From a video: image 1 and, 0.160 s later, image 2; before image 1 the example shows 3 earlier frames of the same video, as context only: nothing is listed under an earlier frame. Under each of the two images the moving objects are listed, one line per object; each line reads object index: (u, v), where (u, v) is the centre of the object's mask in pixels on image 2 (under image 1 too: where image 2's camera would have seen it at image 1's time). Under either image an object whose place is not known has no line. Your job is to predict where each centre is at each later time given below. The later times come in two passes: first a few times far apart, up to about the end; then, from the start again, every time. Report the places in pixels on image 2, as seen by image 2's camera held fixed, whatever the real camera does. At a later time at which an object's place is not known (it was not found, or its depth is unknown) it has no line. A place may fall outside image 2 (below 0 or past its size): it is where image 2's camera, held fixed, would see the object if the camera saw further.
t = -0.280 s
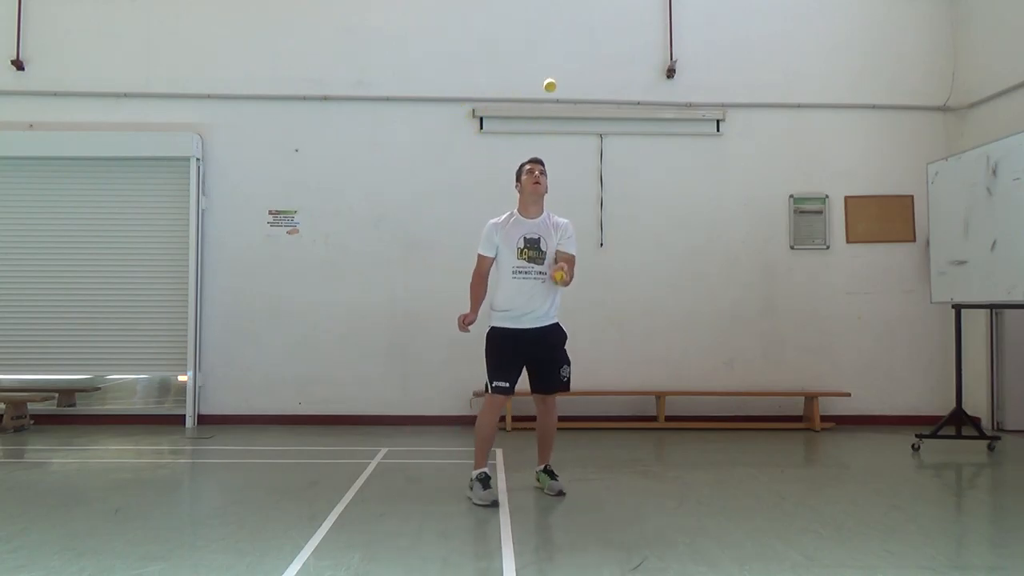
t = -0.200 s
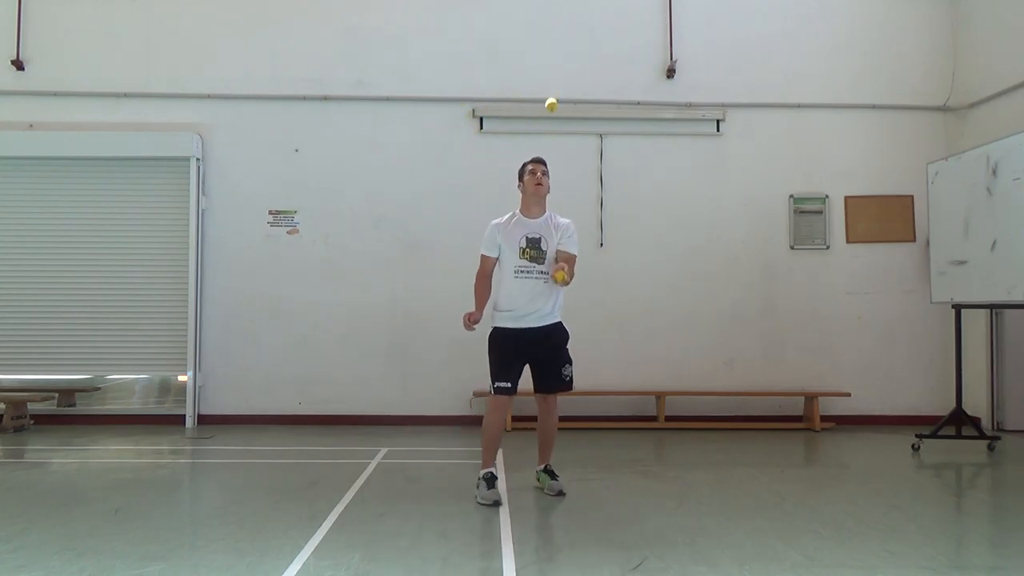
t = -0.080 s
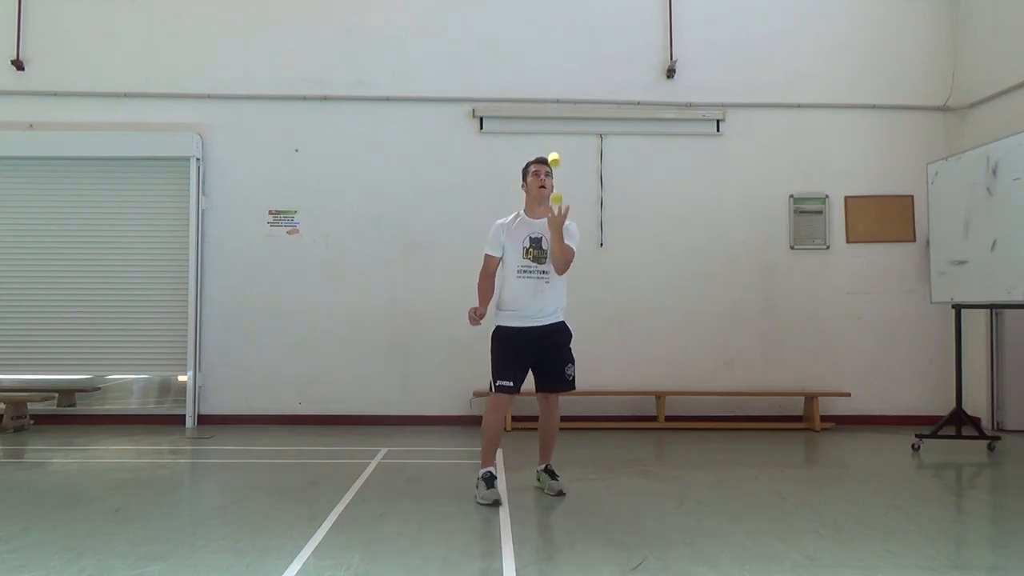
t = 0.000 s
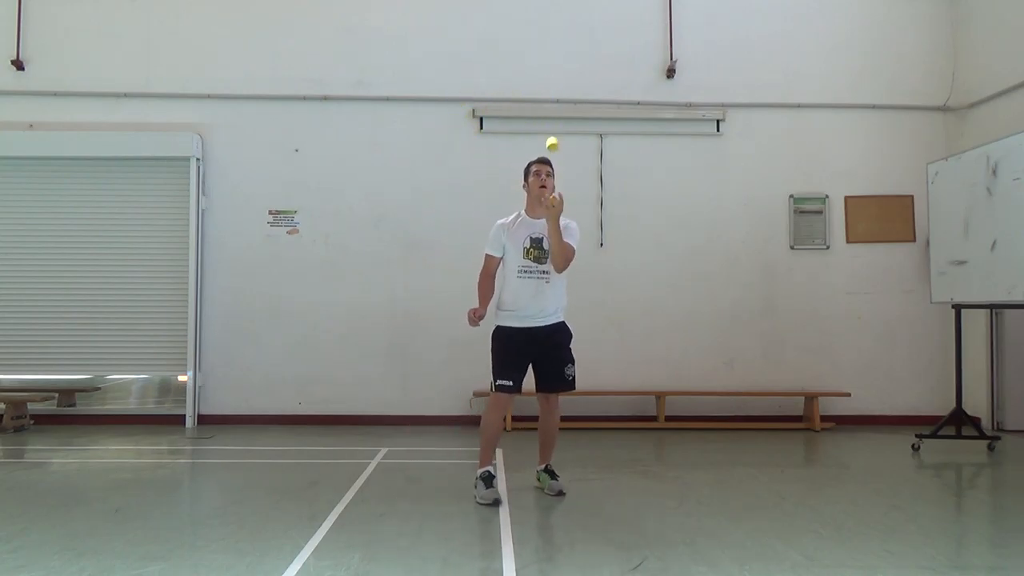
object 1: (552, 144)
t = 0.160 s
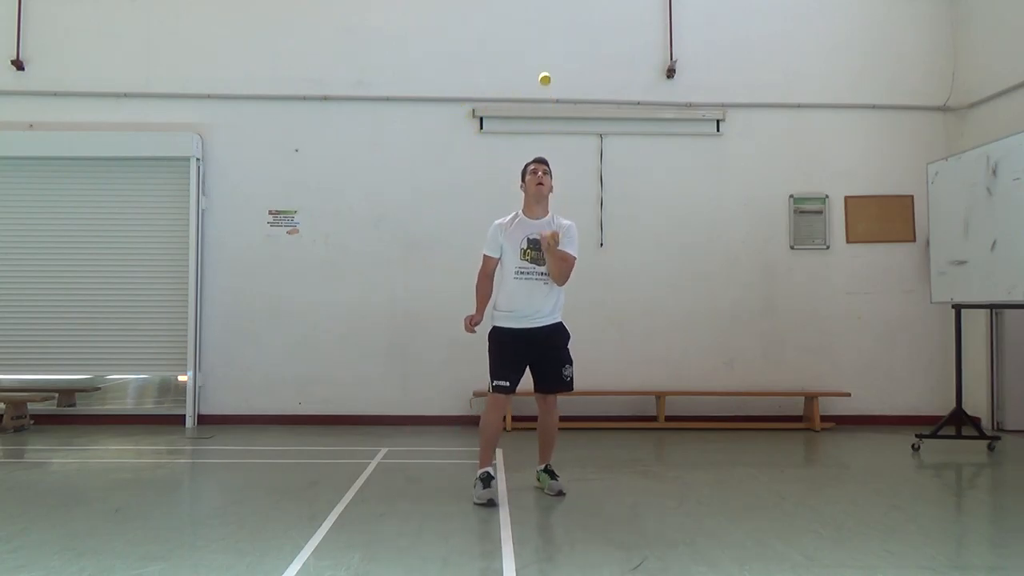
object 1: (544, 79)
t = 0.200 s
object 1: (543, 71)
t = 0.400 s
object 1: (534, 80)
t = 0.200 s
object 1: (543, 71)
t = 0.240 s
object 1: (541, 66)
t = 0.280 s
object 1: (539, 65)
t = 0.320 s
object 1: (537, 66)
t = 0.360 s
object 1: (535, 71)
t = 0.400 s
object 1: (534, 80)
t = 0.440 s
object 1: (532, 92)
